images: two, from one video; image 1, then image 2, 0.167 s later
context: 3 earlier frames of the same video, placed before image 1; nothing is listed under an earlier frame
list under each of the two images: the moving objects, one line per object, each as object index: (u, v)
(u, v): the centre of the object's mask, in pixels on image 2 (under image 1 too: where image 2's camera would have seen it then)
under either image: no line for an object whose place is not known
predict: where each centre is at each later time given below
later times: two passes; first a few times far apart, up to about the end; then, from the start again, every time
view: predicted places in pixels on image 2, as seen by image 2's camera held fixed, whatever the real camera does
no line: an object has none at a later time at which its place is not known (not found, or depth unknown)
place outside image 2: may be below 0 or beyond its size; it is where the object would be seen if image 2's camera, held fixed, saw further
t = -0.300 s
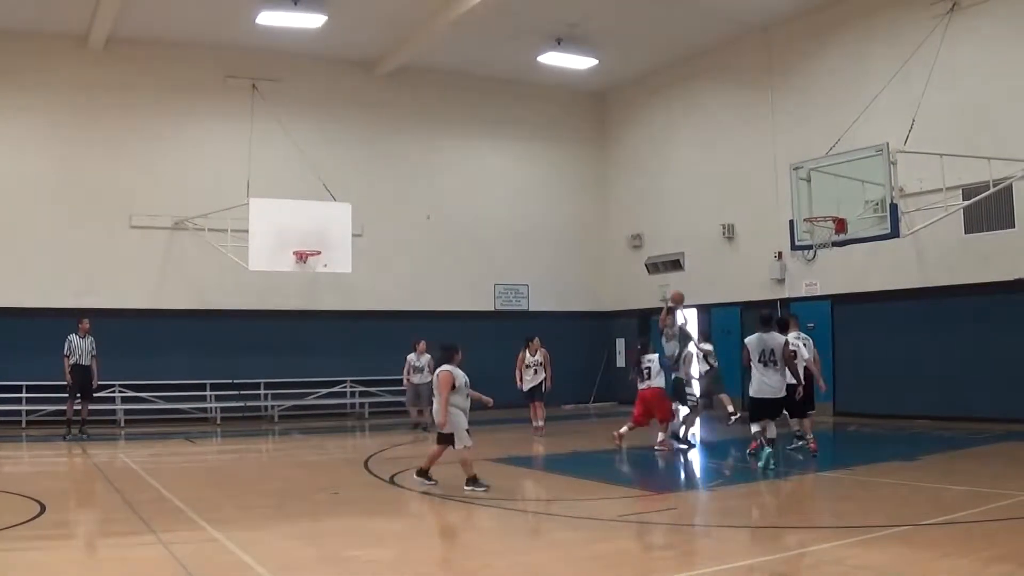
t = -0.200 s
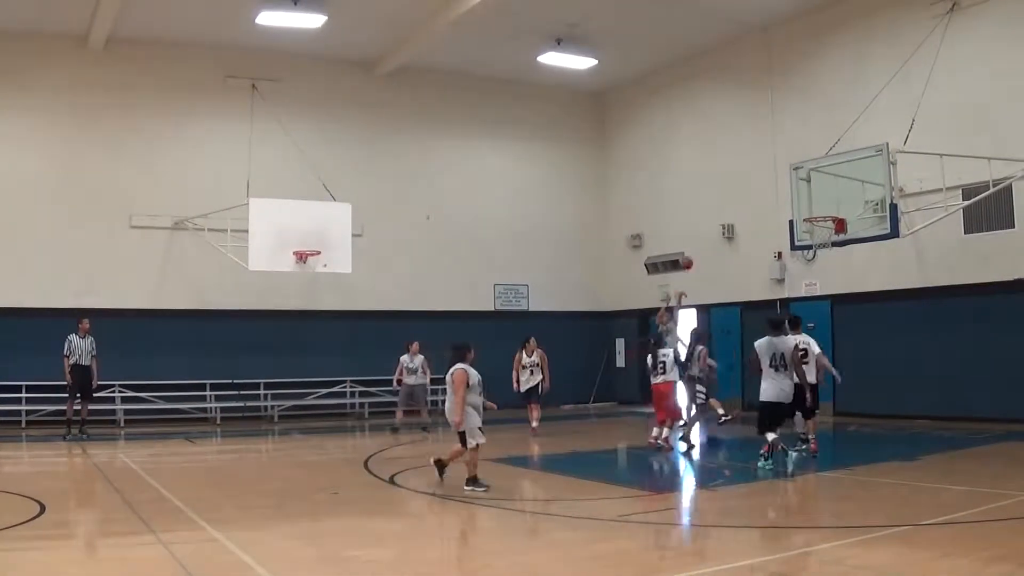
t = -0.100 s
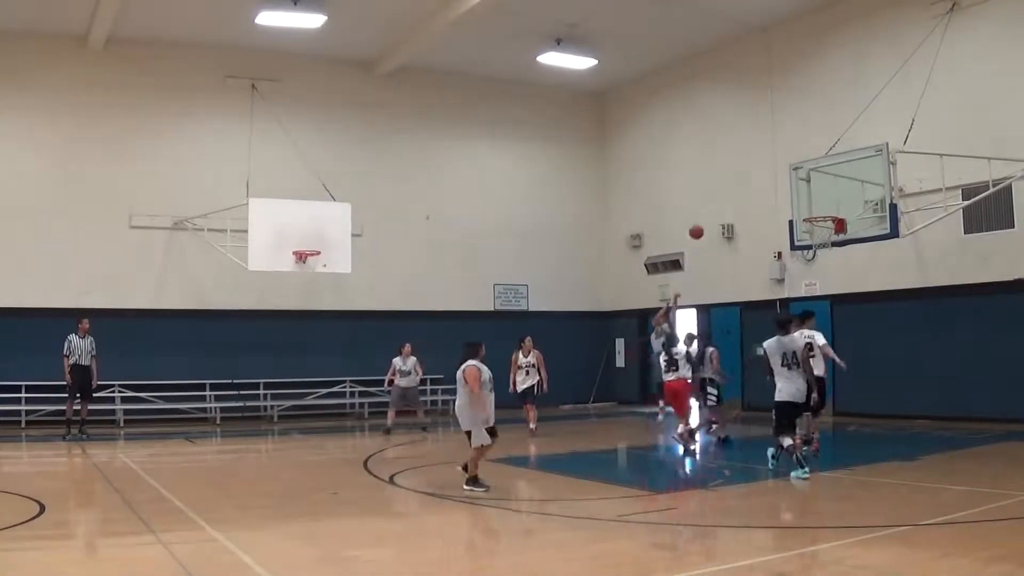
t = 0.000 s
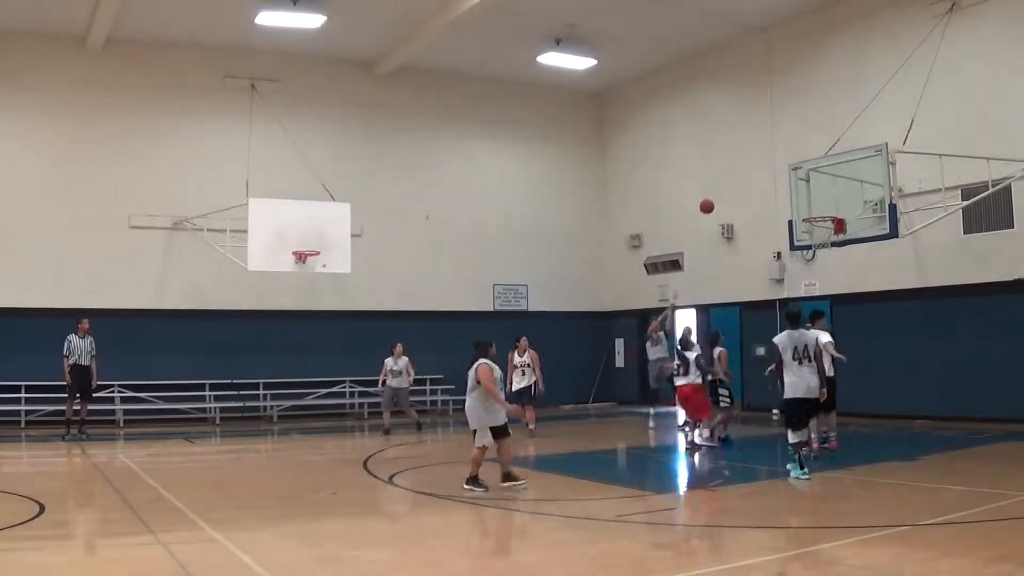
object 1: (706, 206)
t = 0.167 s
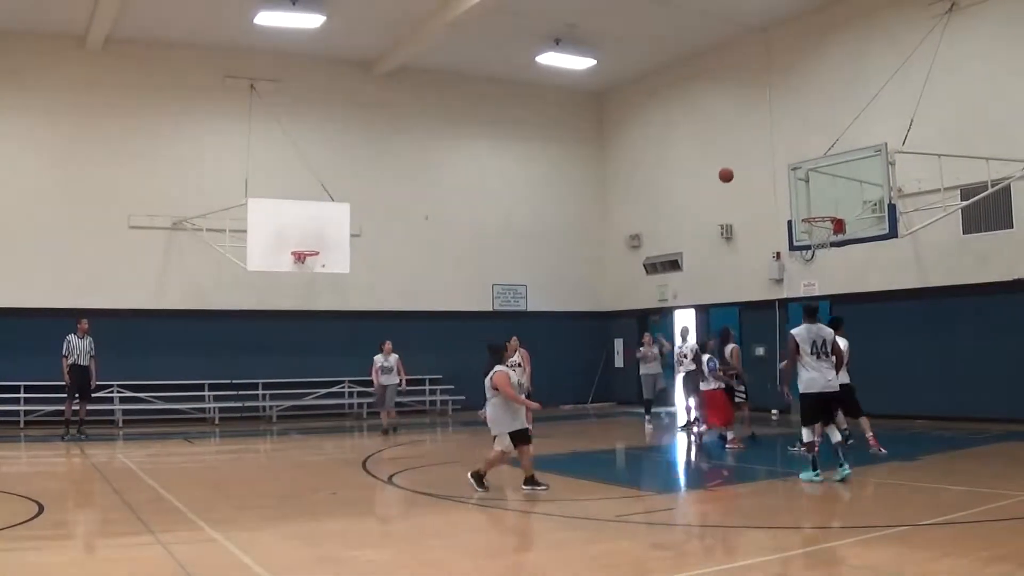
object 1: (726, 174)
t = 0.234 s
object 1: (734, 167)
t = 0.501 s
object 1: (770, 162)
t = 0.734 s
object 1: (807, 200)
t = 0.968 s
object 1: (838, 200)
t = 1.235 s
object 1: (819, 210)
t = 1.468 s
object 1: (811, 212)
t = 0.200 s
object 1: (730, 170)
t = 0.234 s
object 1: (734, 167)
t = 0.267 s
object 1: (738, 164)
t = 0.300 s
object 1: (743, 161)
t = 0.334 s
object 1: (747, 160)
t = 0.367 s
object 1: (751, 159)
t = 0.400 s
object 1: (756, 158)
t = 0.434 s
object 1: (761, 159)
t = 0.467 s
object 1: (765, 160)
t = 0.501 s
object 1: (770, 162)
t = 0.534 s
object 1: (775, 165)
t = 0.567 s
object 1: (780, 169)
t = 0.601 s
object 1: (785, 173)
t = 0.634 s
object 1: (791, 178)
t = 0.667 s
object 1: (796, 185)
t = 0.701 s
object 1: (802, 192)
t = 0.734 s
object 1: (807, 200)
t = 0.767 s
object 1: (813, 209)
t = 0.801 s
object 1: (817, 209)
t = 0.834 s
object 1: (821, 206)
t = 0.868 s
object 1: (826, 203)
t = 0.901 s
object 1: (830, 202)
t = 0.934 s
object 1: (834, 201)
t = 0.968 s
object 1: (838, 200)
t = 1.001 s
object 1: (839, 200)
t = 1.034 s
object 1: (836, 200)
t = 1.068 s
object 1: (833, 200)
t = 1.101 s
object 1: (830, 201)
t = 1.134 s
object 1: (827, 203)
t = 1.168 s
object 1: (824, 206)
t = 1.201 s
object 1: (822, 210)
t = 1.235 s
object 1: (819, 210)
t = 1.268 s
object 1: (817, 209)
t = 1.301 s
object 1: (816, 209)
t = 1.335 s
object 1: (814, 209)
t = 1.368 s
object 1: (811, 211)
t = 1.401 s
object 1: (810, 213)
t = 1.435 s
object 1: (810, 213)
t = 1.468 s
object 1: (811, 212)
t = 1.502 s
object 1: (812, 212)
